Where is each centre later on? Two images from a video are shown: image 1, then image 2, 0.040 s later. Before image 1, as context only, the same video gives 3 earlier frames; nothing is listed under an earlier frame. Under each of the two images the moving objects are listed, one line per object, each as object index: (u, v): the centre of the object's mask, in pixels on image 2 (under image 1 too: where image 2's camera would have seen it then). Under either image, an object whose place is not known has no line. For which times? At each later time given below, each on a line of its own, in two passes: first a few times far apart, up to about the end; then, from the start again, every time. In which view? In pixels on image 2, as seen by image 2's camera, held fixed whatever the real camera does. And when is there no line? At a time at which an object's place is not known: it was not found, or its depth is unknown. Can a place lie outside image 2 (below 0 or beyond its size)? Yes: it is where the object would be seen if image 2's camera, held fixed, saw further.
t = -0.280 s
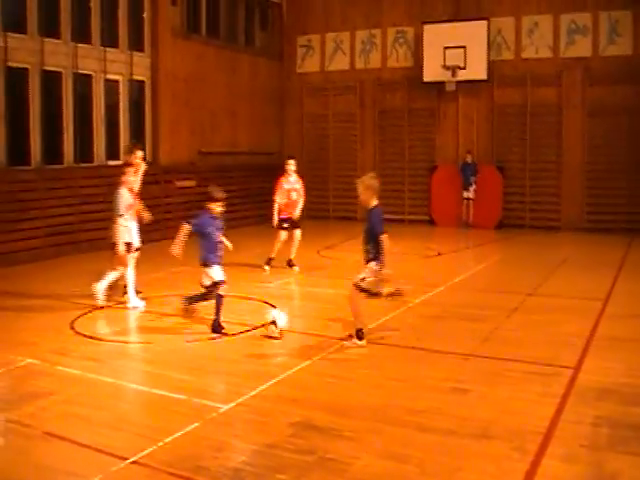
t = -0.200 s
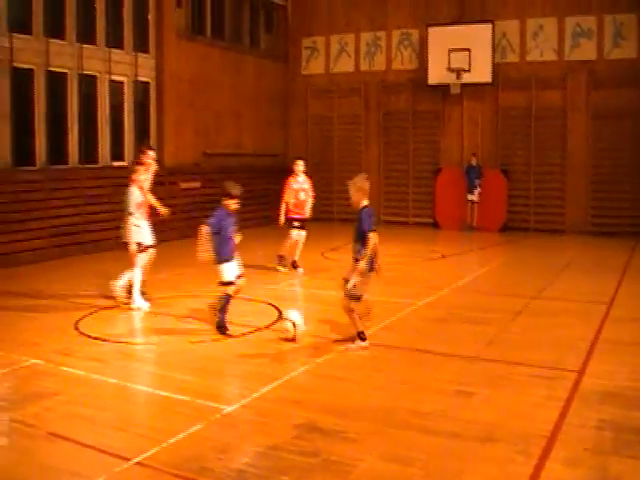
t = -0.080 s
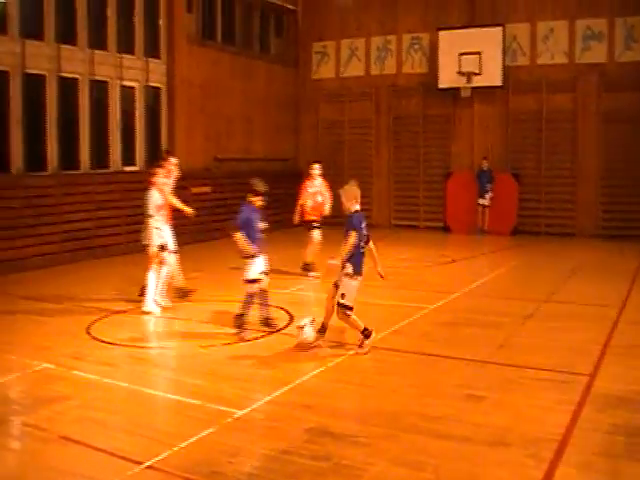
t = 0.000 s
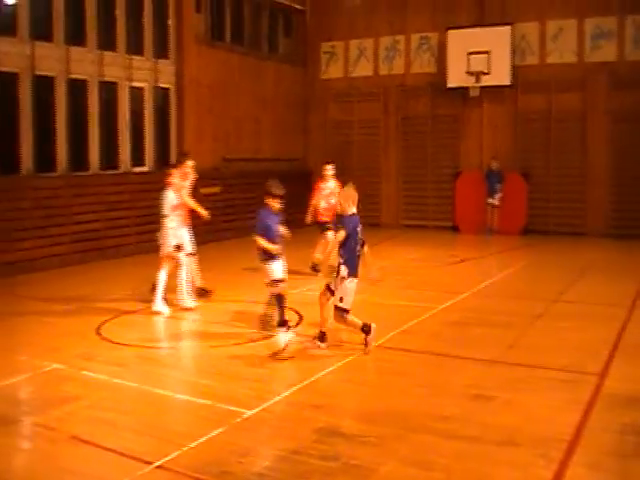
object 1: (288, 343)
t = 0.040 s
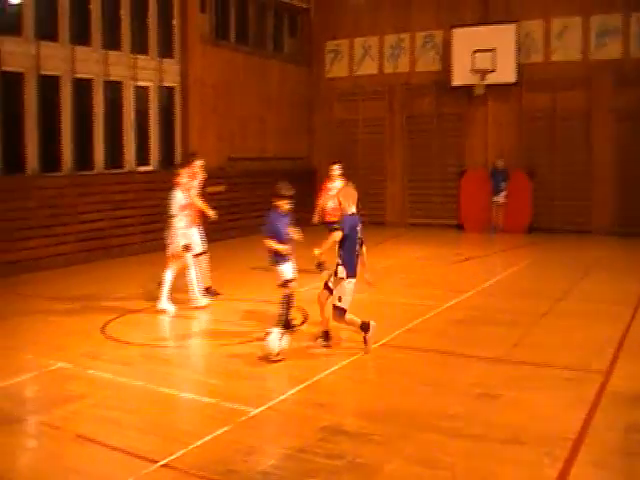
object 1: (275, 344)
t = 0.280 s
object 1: (186, 372)
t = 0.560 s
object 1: (93, 405)
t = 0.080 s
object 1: (259, 349)
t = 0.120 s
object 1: (244, 353)
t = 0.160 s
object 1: (228, 357)
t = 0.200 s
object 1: (214, 364)
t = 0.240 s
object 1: (199, 369)
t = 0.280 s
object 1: (186, 372)
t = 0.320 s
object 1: (172, 377)
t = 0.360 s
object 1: (158, 383)
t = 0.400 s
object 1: (144, 386)
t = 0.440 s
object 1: (131, 391)
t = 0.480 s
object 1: (119, 397)
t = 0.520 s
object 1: (106, 401)
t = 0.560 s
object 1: (93, 405)
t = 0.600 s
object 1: (81, 411)
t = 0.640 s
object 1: (67, 416)
